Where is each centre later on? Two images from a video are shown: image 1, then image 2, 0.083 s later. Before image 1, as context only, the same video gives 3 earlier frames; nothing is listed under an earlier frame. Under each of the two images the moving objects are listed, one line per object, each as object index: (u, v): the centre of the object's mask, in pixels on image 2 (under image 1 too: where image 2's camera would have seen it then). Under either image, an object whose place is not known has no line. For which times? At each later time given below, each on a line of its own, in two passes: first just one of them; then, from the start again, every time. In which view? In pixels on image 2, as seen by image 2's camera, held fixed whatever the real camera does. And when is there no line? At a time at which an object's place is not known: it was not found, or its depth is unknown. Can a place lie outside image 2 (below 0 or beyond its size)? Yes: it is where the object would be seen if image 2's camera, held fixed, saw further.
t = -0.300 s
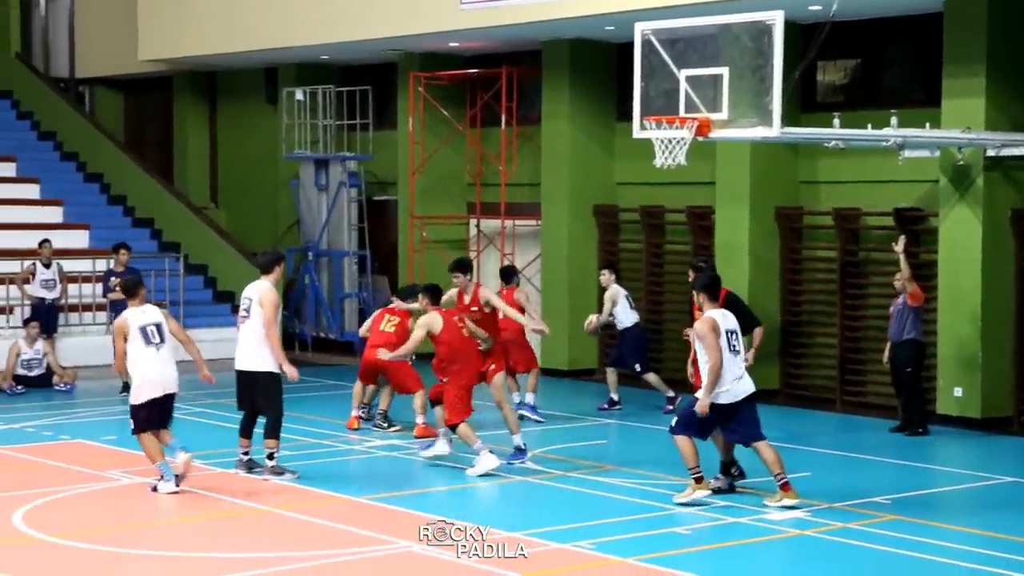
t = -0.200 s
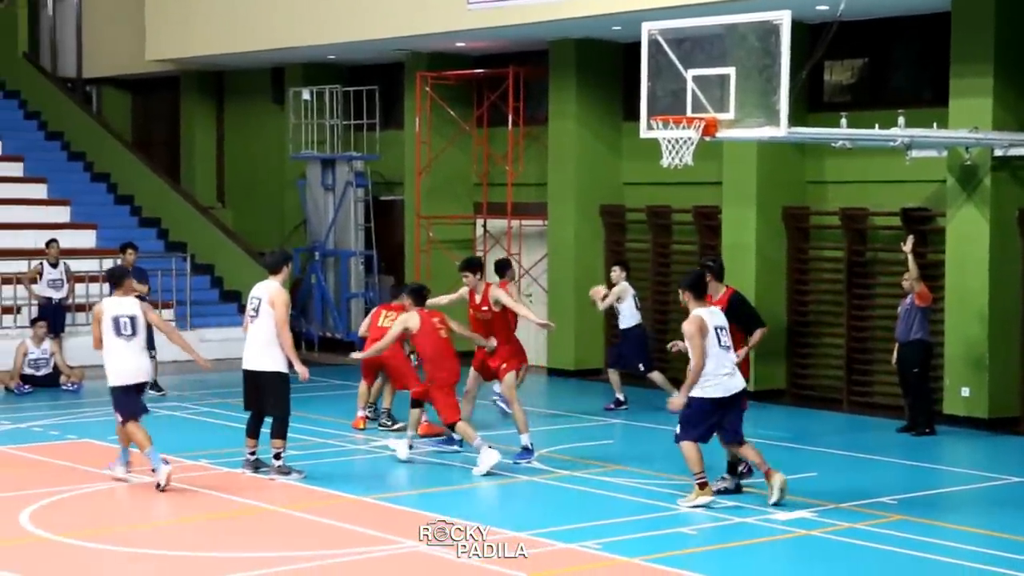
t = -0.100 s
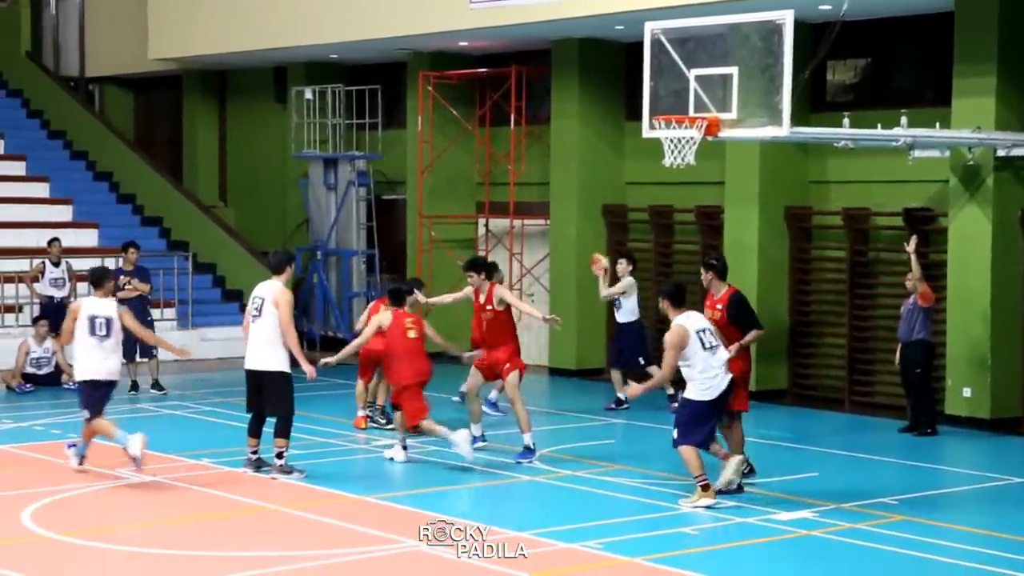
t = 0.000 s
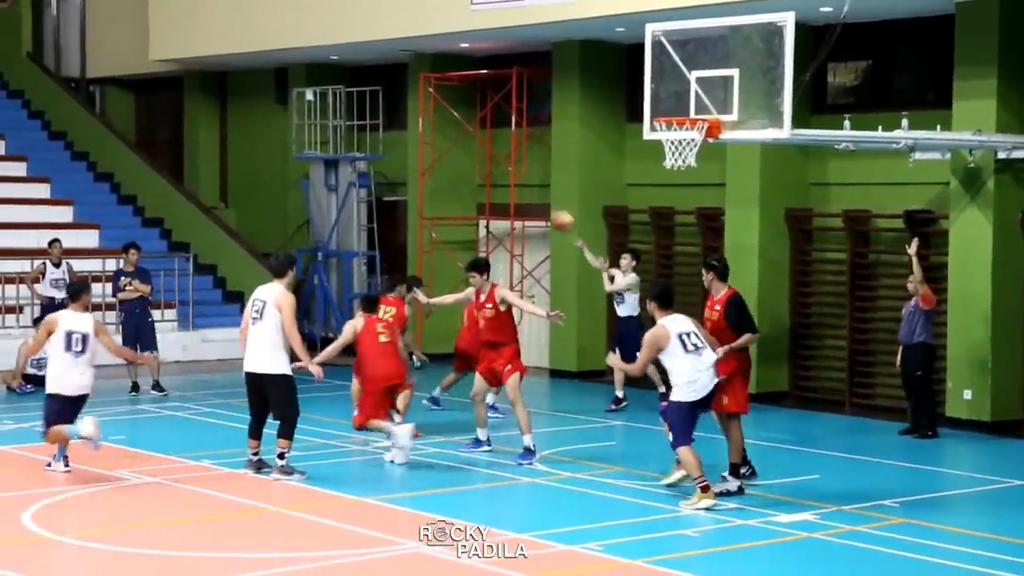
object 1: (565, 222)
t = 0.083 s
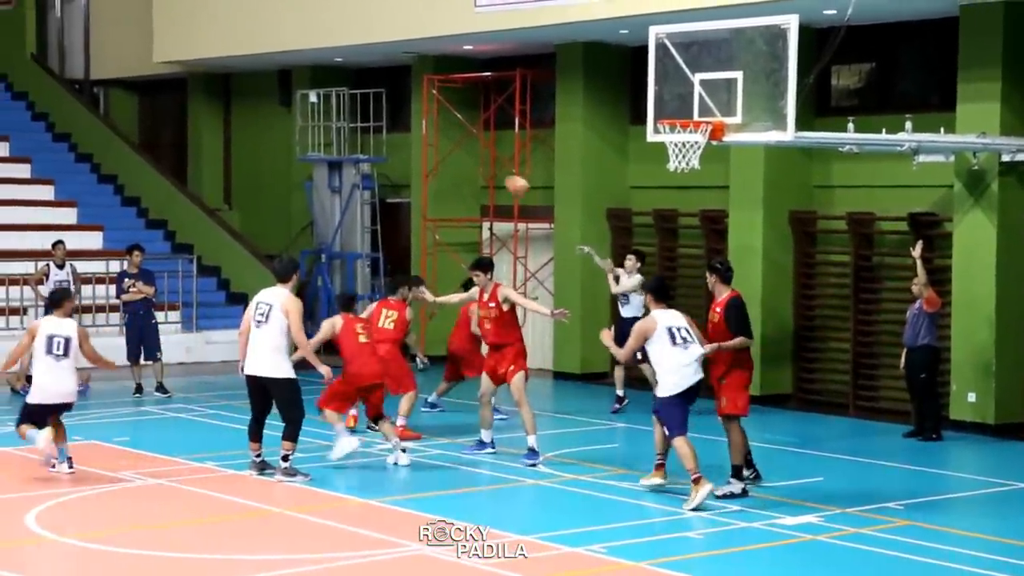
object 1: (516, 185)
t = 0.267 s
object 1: (403, 124)
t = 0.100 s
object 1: (506, 178)
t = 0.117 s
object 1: (496, 172)
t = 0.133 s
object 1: (486, 166)
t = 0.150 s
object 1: (476, 160)
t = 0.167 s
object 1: (466, 154)
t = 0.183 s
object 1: (455, 148)
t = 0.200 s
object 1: (445, 143)
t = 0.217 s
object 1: (434, 137)
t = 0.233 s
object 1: (424, 133)
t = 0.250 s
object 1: (414, 128)
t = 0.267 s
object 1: (403, 124)
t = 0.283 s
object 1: (392, 119)
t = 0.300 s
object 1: (382, 116)
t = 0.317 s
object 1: (370, 111)
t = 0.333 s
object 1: (360, 108)
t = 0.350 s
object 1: (349, 104)
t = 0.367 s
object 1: (338, 101)
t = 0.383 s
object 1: (328, 97)
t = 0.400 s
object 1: (315, 94)
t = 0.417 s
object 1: (304, 92)
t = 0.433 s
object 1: (292, 90)
